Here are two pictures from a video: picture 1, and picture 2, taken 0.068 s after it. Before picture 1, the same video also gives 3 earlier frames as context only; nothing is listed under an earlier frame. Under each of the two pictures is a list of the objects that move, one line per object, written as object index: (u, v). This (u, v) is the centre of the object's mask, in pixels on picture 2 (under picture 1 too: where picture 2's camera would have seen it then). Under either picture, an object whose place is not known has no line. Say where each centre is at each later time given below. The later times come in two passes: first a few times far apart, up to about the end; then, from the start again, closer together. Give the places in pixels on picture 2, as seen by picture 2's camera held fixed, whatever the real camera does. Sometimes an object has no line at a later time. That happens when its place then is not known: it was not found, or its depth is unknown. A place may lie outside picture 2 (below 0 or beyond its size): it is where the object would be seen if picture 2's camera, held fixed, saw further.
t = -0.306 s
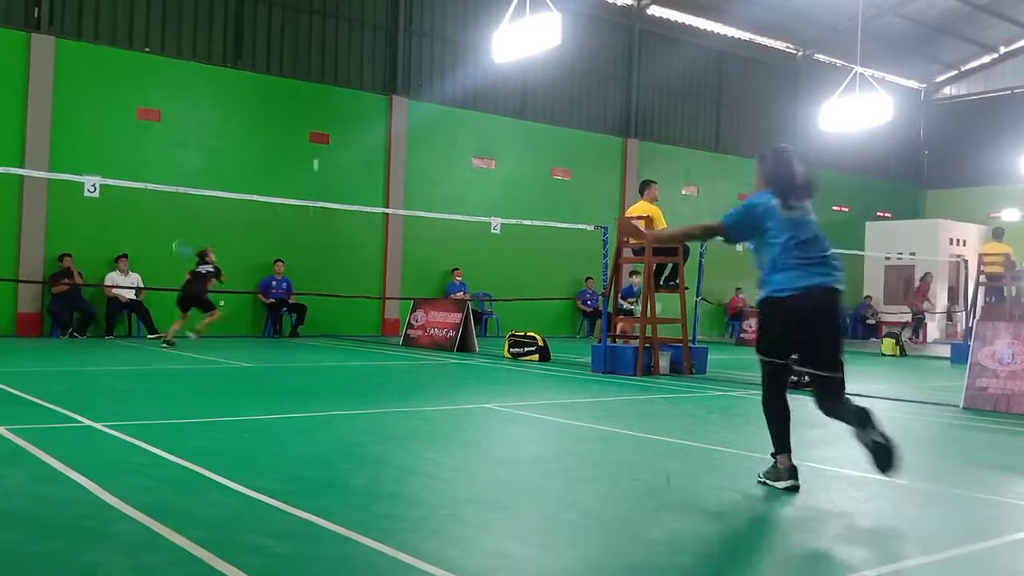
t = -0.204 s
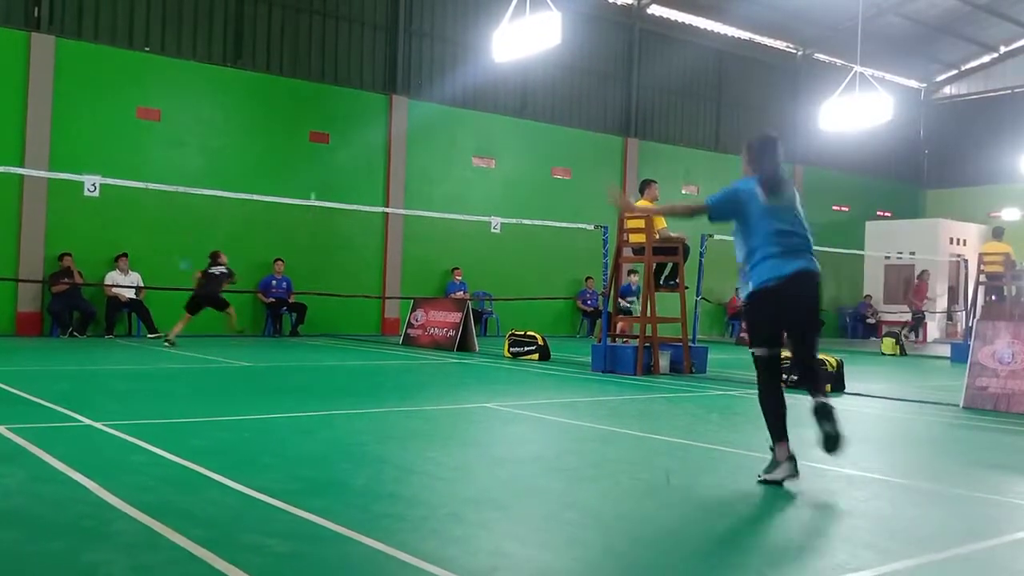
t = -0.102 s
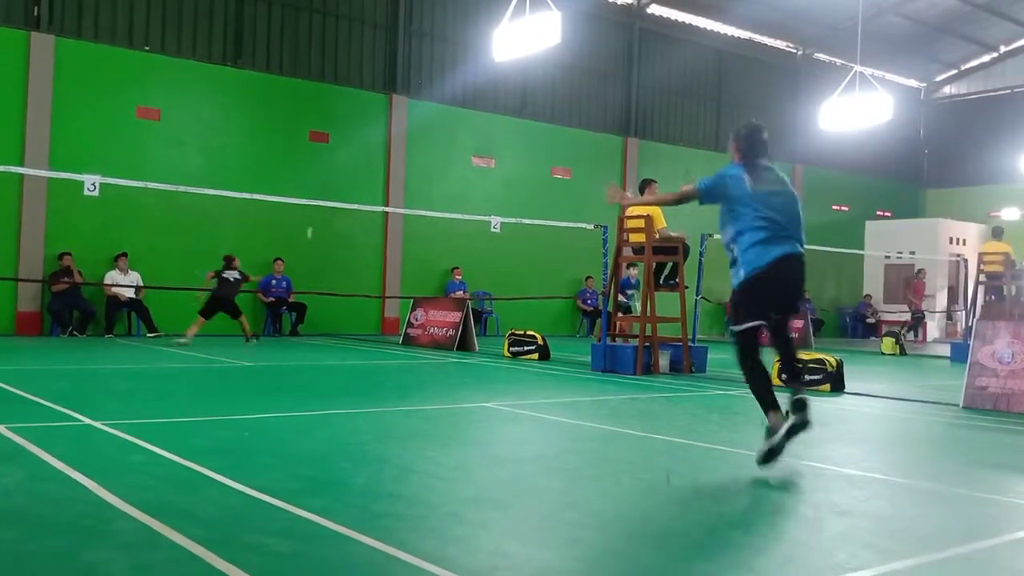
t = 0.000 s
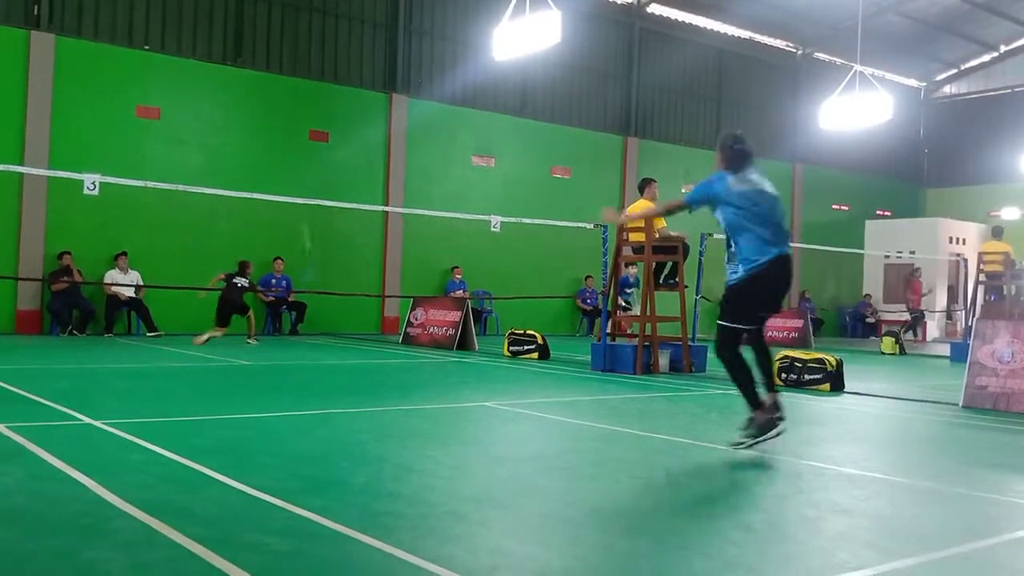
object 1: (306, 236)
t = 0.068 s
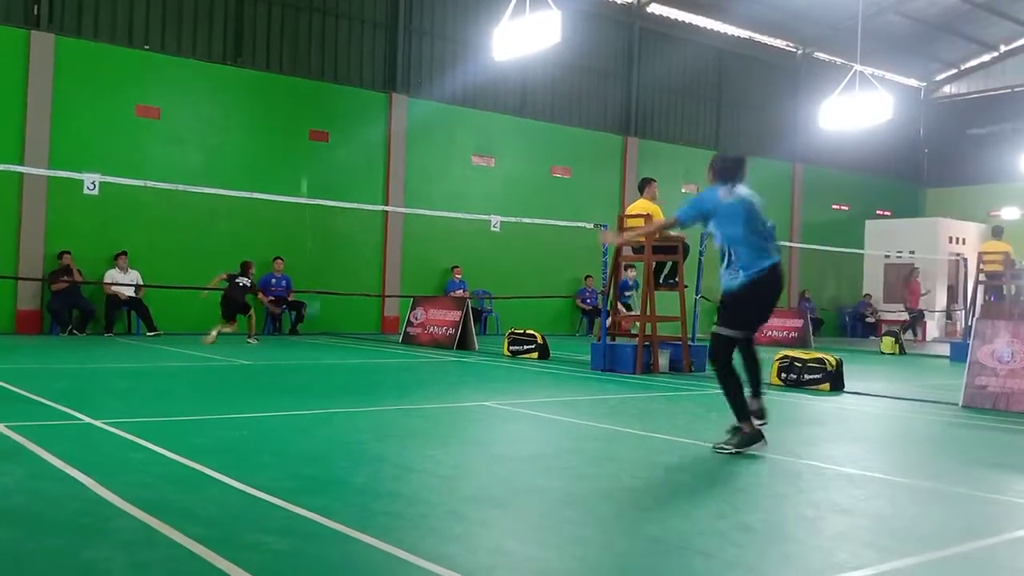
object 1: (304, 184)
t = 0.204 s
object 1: (299, 113)
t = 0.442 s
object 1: (290, 34)
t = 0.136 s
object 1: (301, 147)
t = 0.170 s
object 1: (300, 130)
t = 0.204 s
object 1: (299, 113)
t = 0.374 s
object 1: (293, 50)
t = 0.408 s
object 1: (292, 41)
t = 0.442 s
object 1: (290, 34)
